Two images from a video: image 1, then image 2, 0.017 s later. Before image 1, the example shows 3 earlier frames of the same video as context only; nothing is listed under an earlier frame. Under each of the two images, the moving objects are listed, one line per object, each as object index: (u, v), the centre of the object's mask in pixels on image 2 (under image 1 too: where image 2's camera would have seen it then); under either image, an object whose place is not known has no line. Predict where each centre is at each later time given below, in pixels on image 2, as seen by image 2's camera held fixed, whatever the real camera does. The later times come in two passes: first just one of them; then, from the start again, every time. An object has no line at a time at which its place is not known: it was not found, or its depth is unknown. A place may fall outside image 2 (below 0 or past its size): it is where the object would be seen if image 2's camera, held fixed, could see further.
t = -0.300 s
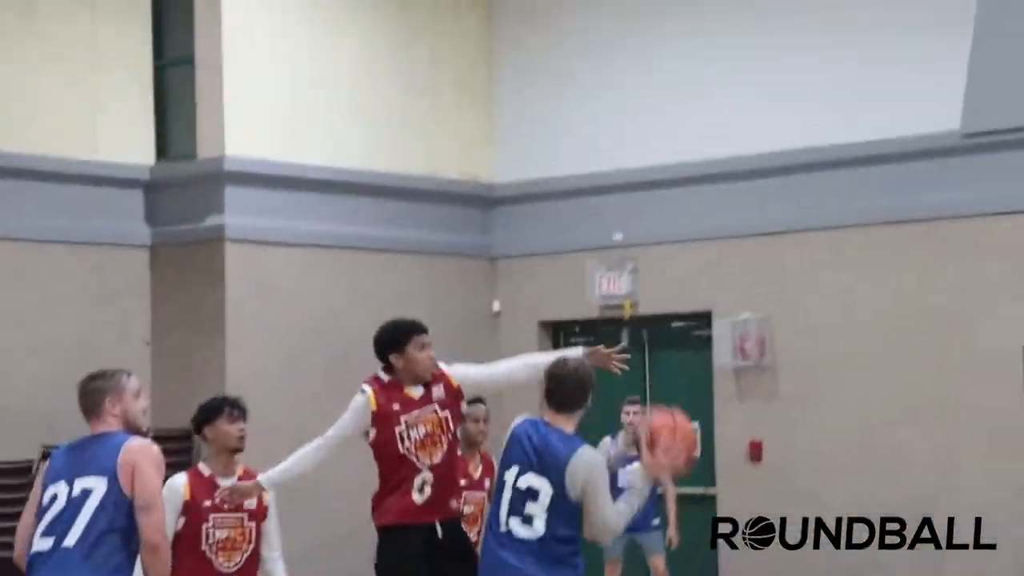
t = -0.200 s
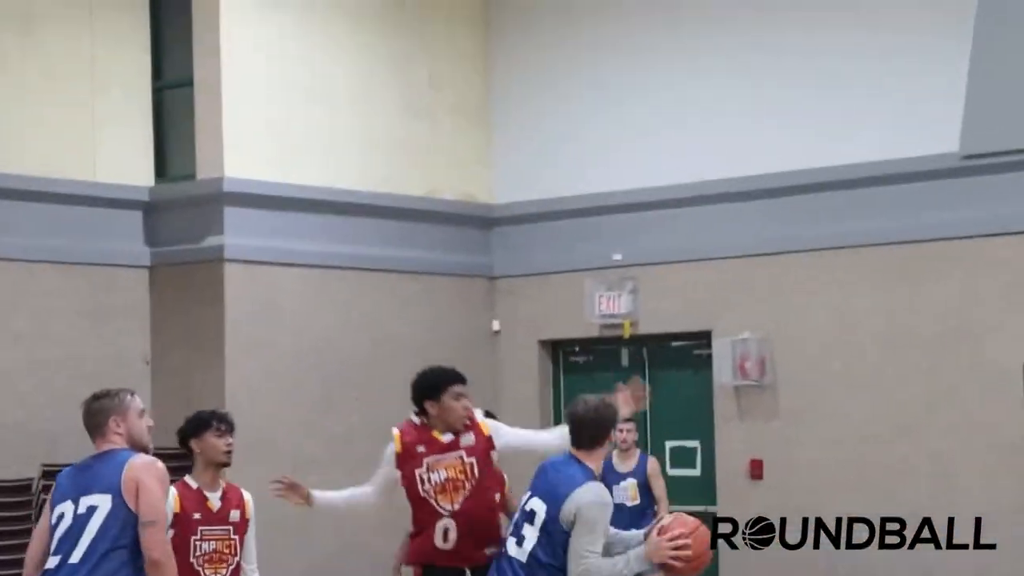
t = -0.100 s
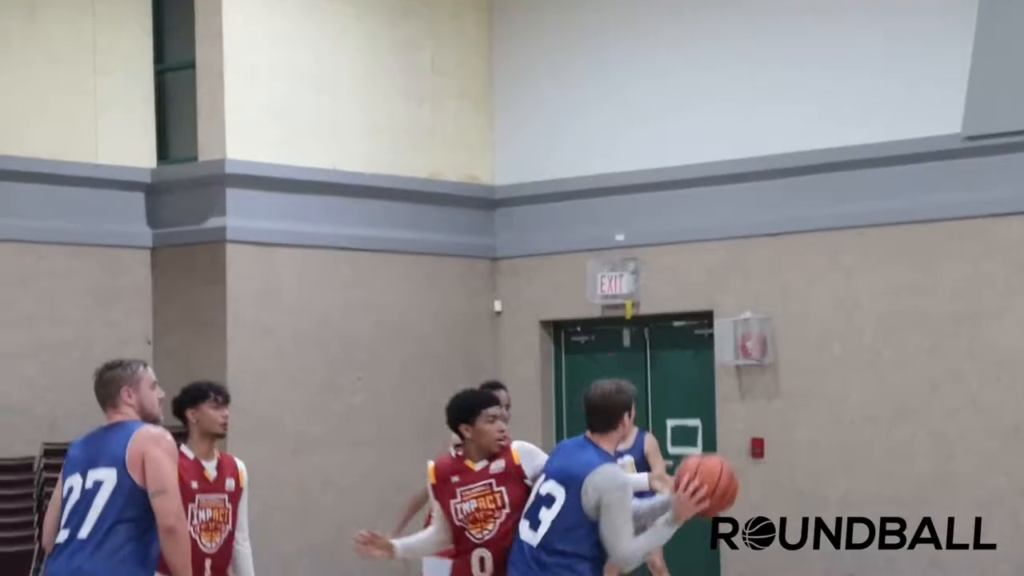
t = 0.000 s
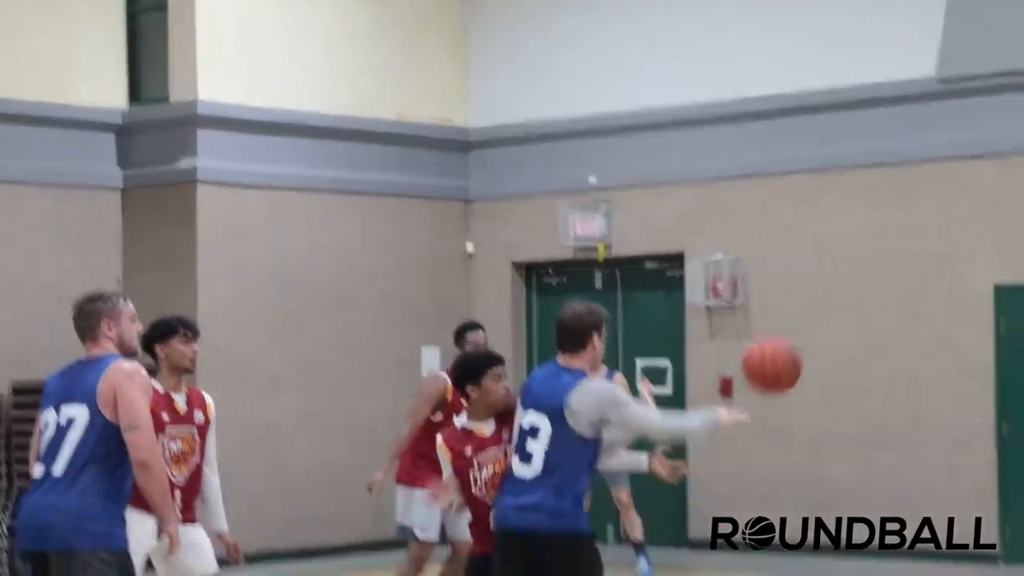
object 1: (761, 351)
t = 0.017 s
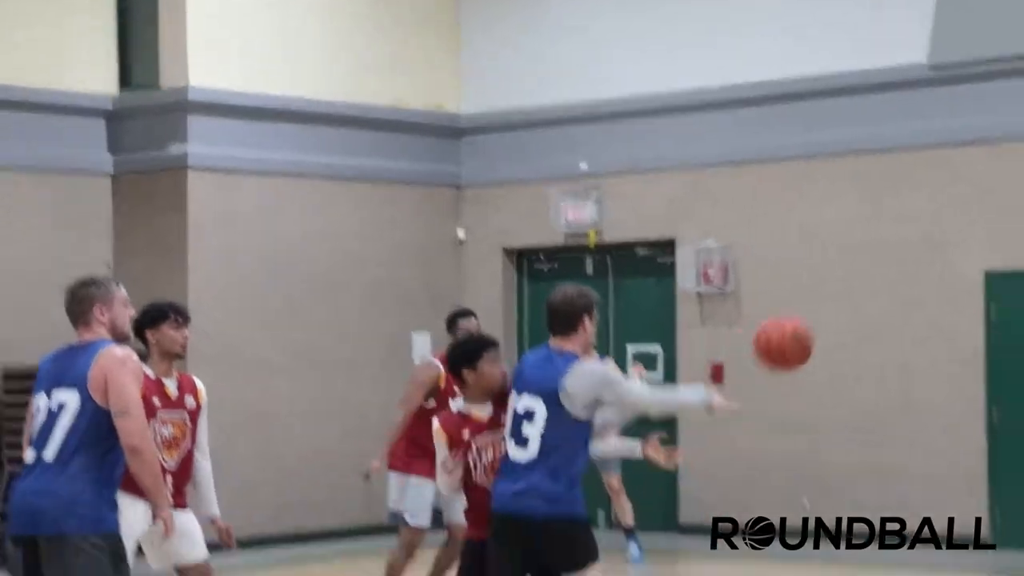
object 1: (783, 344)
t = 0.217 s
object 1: (1005, 294)
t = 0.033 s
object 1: (803, 338)
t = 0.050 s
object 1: (822, 331)
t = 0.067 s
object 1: (841, 323)
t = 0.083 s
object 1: (860, 320)
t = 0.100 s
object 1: (879, 314)
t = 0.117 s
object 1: (898, 310)
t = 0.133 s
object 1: (916, 304)
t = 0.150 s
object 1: (934, 302)
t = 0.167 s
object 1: (952, 299)
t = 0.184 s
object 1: (969, 297)
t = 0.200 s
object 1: (987, 295)
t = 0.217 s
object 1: (1005, 294)
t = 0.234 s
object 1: (1022, 293)
